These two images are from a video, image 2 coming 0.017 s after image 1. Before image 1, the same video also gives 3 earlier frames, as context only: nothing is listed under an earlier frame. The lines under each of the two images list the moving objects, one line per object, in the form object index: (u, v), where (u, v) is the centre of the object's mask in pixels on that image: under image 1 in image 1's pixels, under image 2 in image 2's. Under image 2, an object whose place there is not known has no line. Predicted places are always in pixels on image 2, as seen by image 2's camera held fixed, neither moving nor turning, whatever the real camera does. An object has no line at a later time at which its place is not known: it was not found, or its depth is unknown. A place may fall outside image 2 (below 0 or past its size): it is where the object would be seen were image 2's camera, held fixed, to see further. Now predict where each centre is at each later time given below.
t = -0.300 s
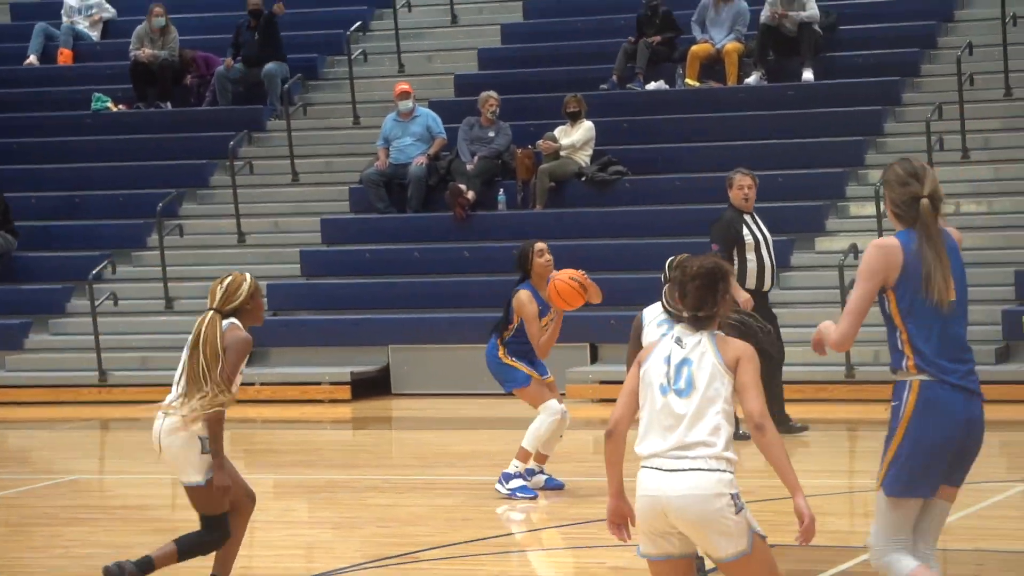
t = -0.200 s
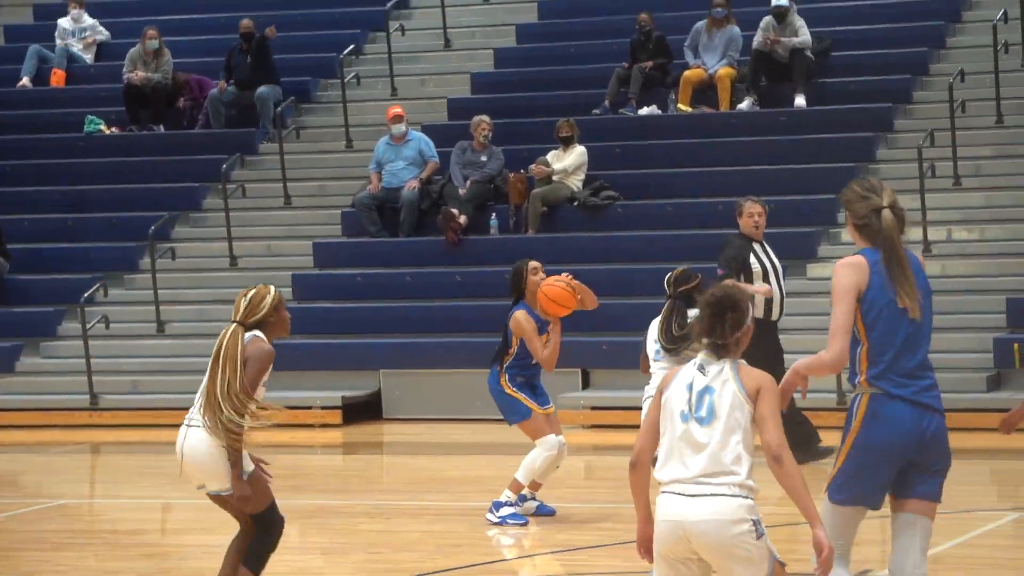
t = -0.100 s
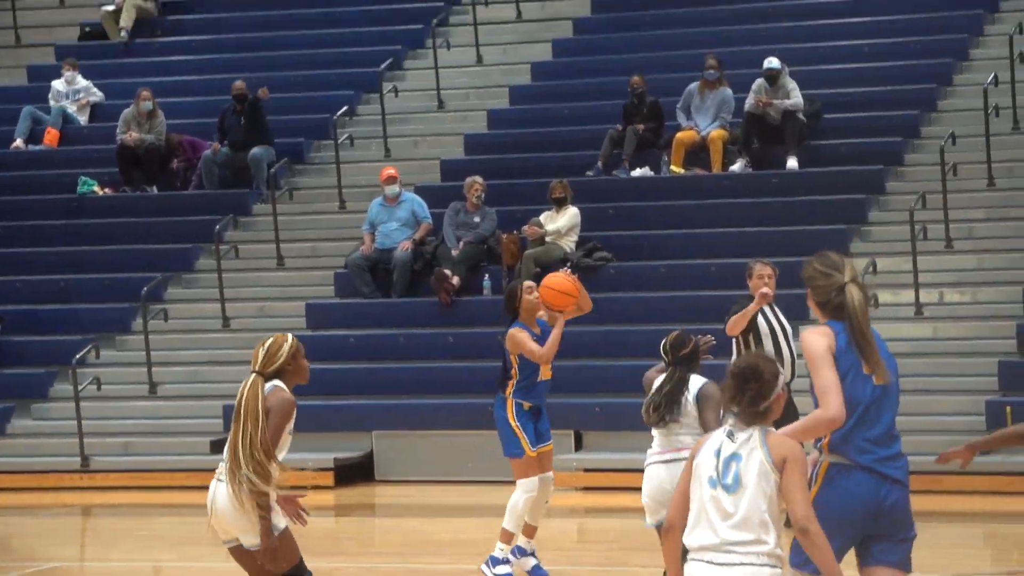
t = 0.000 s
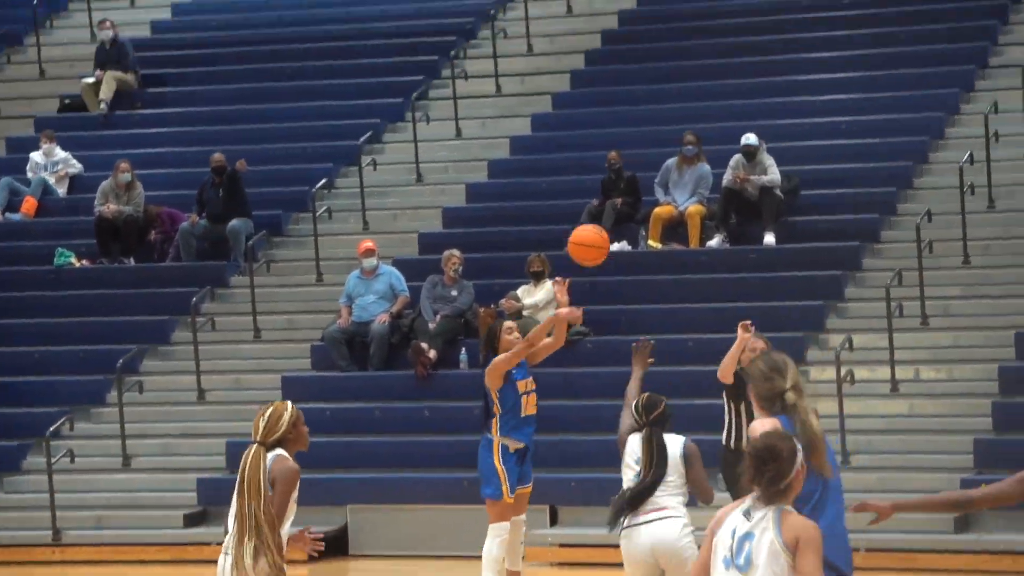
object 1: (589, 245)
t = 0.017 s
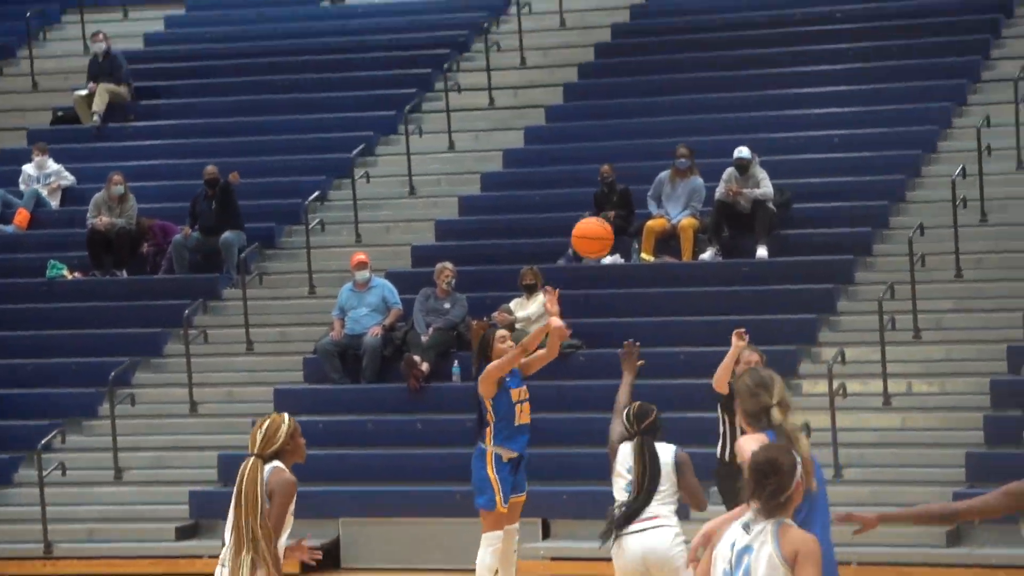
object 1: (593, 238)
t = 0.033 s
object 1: (603, 218)
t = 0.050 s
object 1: (614, 198)
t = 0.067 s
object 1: (626, 179)
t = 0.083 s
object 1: (638, 160)
